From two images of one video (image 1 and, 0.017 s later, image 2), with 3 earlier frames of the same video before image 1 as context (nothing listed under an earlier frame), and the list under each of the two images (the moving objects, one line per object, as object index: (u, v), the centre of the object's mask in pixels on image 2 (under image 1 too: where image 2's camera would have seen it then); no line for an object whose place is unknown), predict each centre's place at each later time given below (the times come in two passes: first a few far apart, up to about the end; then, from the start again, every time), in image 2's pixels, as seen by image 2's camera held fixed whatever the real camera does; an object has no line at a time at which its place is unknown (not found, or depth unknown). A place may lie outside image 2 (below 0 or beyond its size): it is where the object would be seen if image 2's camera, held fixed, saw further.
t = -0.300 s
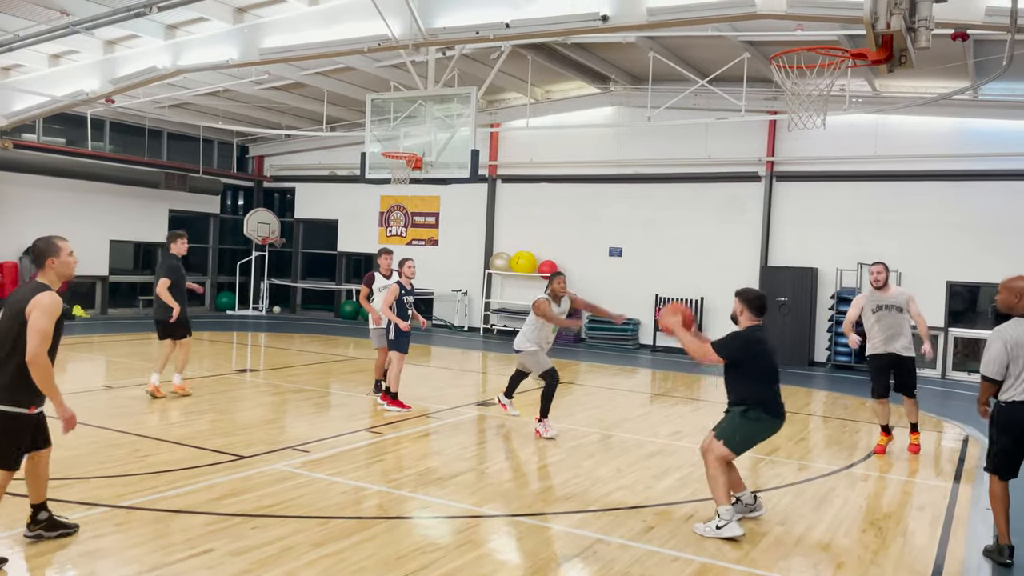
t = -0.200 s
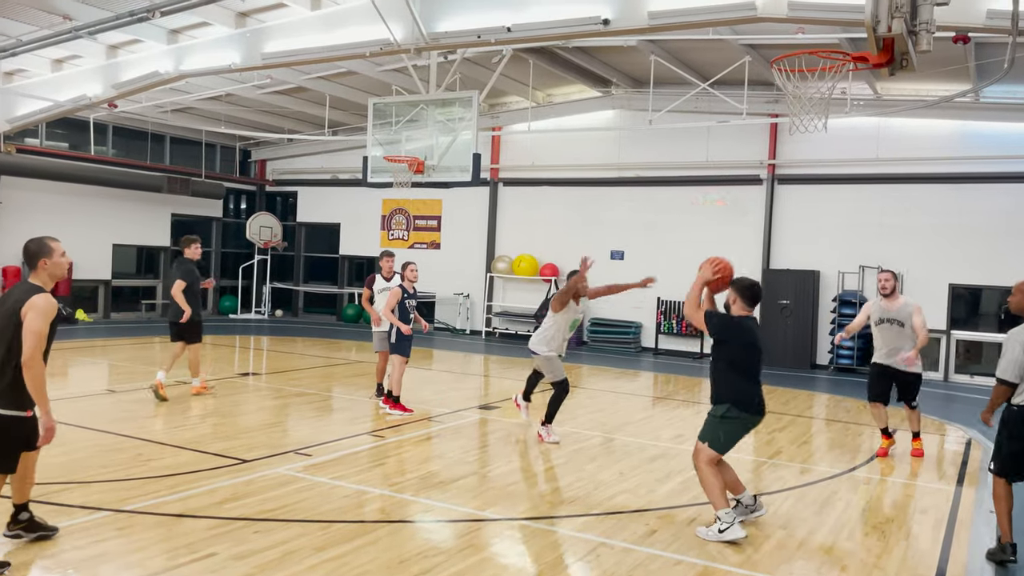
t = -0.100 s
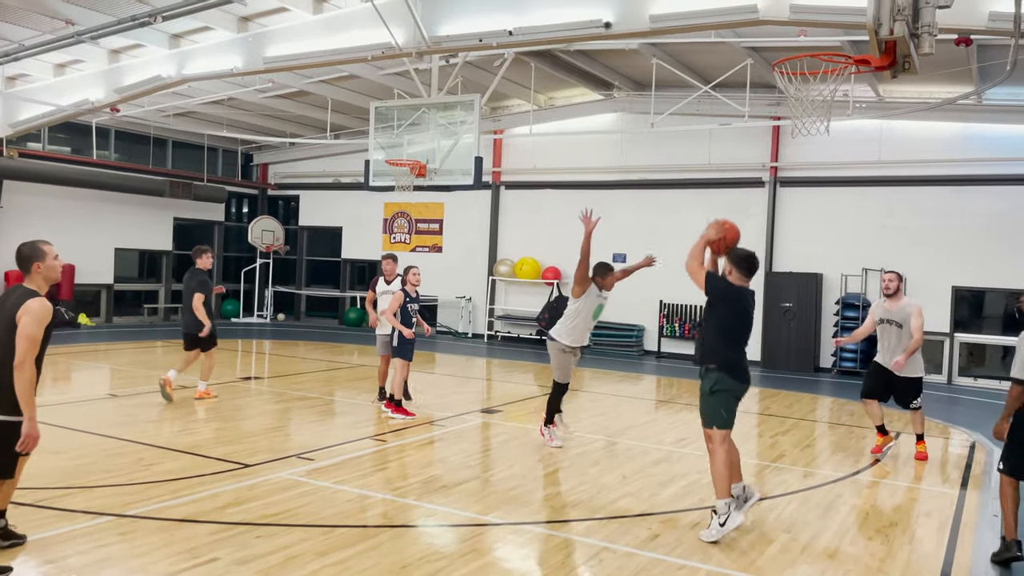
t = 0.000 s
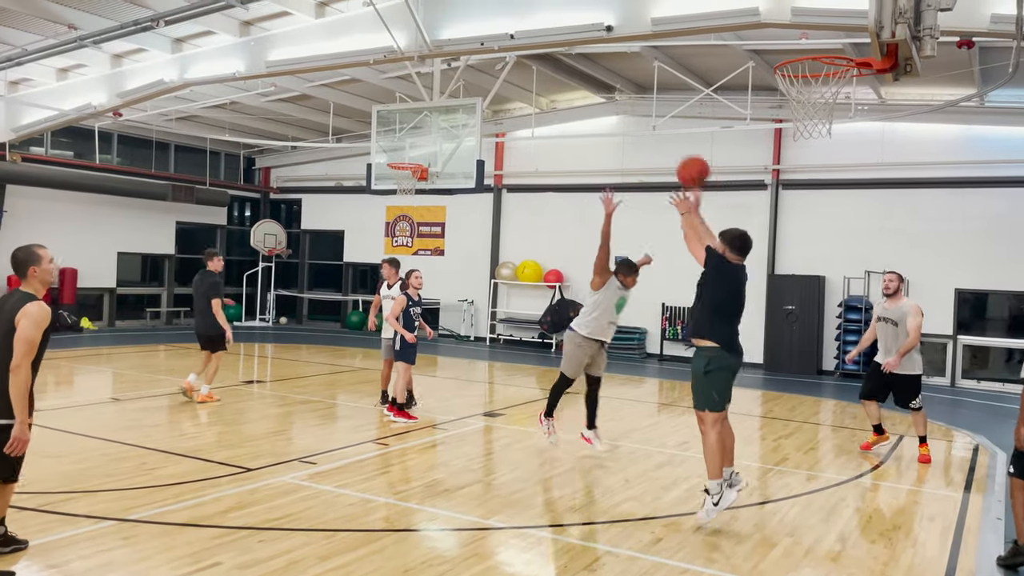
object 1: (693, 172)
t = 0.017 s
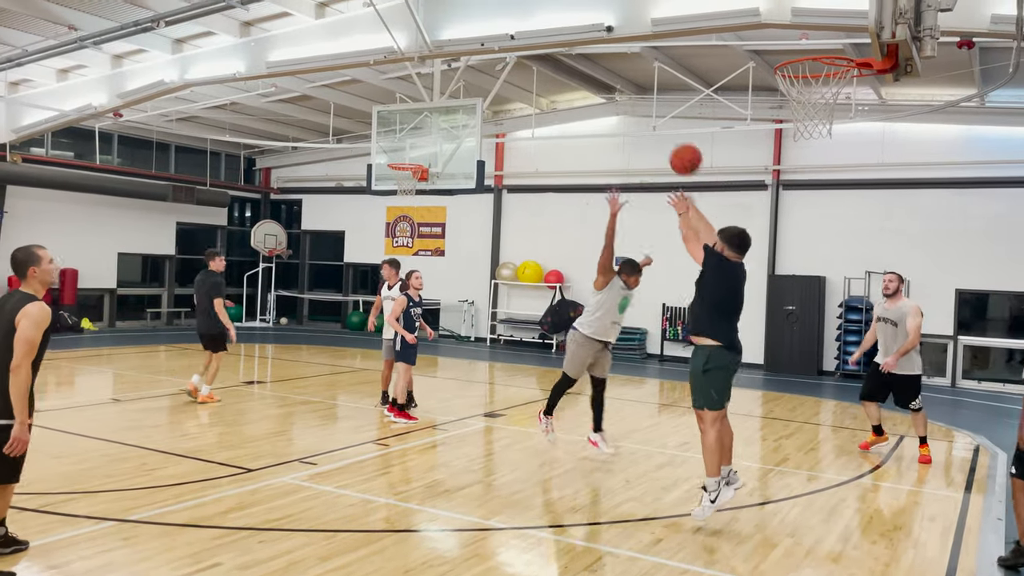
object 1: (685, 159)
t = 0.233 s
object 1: (598, 52)
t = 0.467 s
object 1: (529, 18)
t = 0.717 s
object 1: (471, 42)
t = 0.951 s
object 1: (428, 102)
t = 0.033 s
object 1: (677, 147)
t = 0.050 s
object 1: (670, 136)
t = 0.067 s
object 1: (663, 126)
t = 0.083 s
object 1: (655, 116)
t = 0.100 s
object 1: (649, 107)
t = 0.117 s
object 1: (642, 98)
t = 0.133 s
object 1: (635, 90)
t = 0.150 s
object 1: (629, 82)
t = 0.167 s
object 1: (623, 75)
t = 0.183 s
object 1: (617, 69)
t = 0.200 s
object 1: (611, 63)
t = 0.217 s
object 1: (604, 57)
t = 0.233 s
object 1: (598, 52)
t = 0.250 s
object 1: (593, 47)
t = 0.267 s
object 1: (587, 43)
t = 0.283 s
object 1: (582, 39)
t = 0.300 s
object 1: (577, 36)
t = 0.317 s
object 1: (571, 33)
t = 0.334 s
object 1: (566, 29)
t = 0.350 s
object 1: (561, 27)
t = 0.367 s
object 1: (556, 25)
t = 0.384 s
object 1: (551, 23)
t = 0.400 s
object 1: (547, 21)
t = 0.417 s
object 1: (542, 20)
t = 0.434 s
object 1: (537, 19)
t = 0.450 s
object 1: (533, 18)
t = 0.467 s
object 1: (529, 18)
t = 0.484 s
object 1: (524, 18)
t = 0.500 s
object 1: (520, 18)
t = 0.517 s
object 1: (516, 19)
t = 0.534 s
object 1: (512, 19)
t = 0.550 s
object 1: (508, 20)
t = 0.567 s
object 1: (504, 21)
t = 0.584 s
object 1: (500, 23)
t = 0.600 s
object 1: (496, 25)
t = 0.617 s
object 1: (492, 26)
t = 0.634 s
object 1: (489, 28)
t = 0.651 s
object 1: (485, 31)
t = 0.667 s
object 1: (481, 33)
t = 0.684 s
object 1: (478, 36)
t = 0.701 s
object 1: (474, 39)
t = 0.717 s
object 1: (471, 42)
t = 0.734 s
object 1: (468, 45)
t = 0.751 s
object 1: (464, 49)
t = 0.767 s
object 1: (461, 52)
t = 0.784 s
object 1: (458, 56)
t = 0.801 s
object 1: (455, 60)
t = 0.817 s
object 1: (452, 64)
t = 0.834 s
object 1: (449, 68)
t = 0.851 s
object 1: (446, 72)
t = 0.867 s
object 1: (443, 77)
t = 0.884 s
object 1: (439, 82)
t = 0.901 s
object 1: (436, 87)
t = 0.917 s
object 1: (434, 91)
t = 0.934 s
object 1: (431, 97)
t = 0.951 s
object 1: (428, 102)
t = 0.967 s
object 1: (425, 108)
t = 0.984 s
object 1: (423, 113)
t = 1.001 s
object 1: (419, 118)
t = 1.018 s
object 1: (417, 124)
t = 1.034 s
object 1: (414, 130)
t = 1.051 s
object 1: (412, 135)
